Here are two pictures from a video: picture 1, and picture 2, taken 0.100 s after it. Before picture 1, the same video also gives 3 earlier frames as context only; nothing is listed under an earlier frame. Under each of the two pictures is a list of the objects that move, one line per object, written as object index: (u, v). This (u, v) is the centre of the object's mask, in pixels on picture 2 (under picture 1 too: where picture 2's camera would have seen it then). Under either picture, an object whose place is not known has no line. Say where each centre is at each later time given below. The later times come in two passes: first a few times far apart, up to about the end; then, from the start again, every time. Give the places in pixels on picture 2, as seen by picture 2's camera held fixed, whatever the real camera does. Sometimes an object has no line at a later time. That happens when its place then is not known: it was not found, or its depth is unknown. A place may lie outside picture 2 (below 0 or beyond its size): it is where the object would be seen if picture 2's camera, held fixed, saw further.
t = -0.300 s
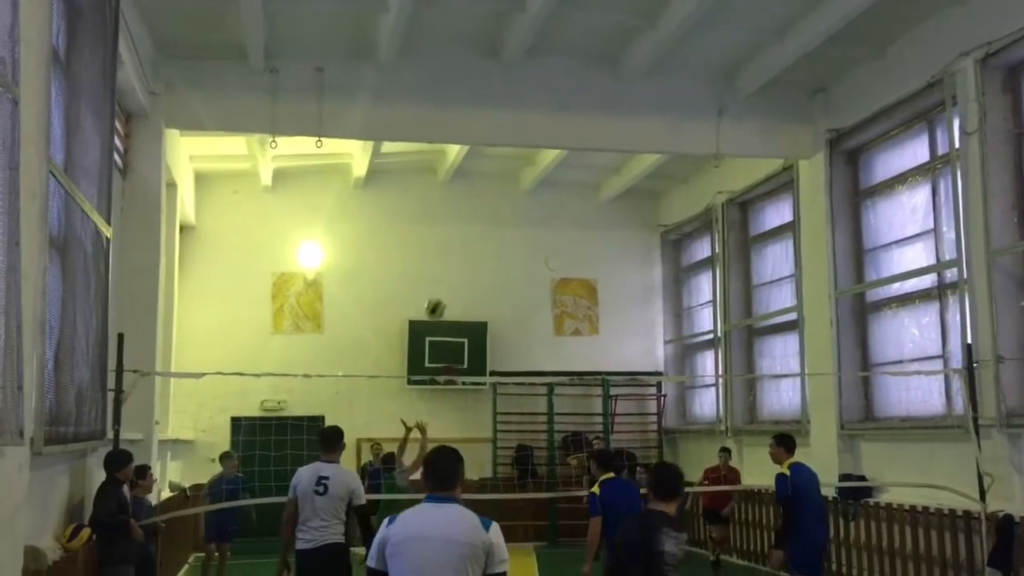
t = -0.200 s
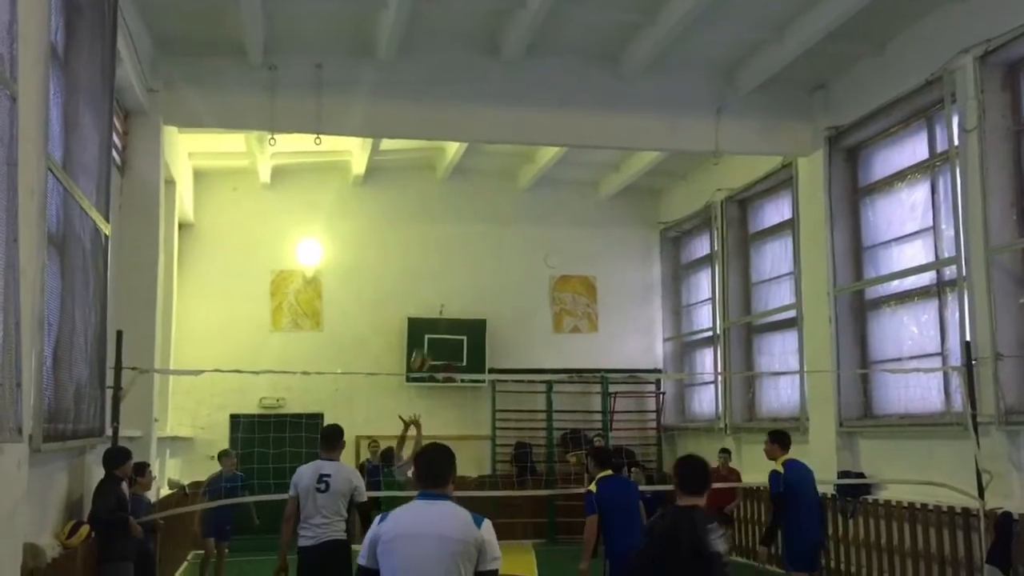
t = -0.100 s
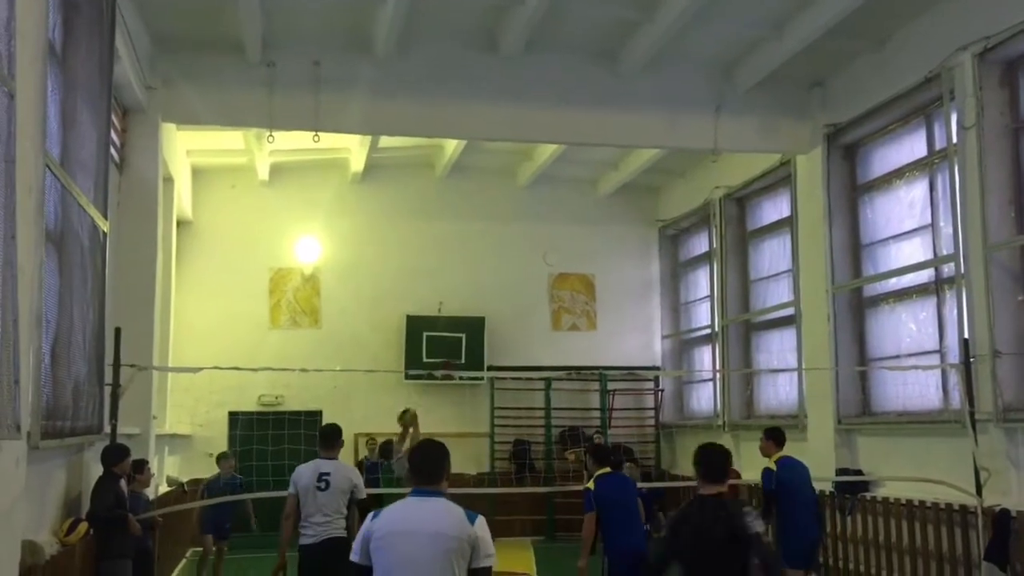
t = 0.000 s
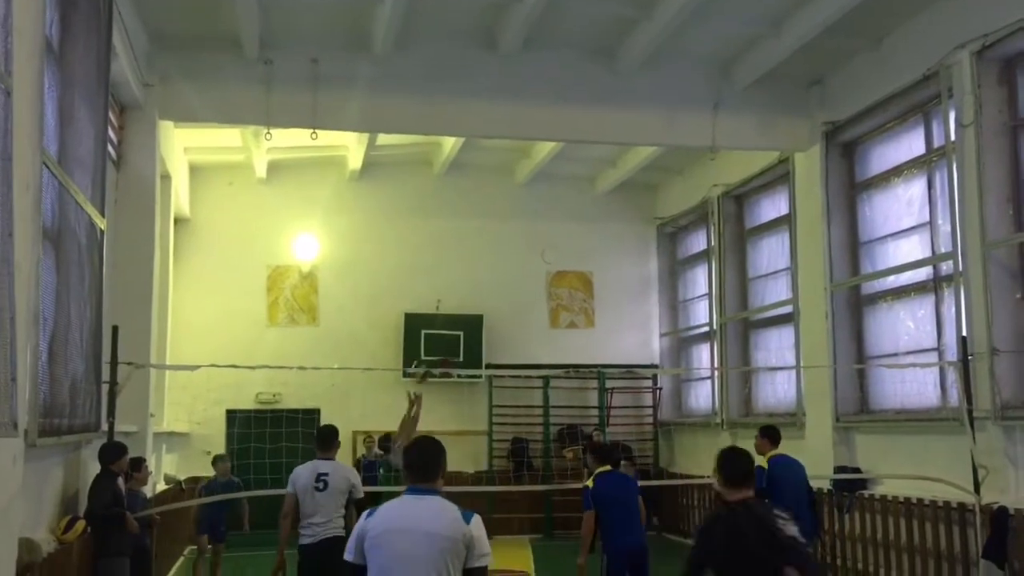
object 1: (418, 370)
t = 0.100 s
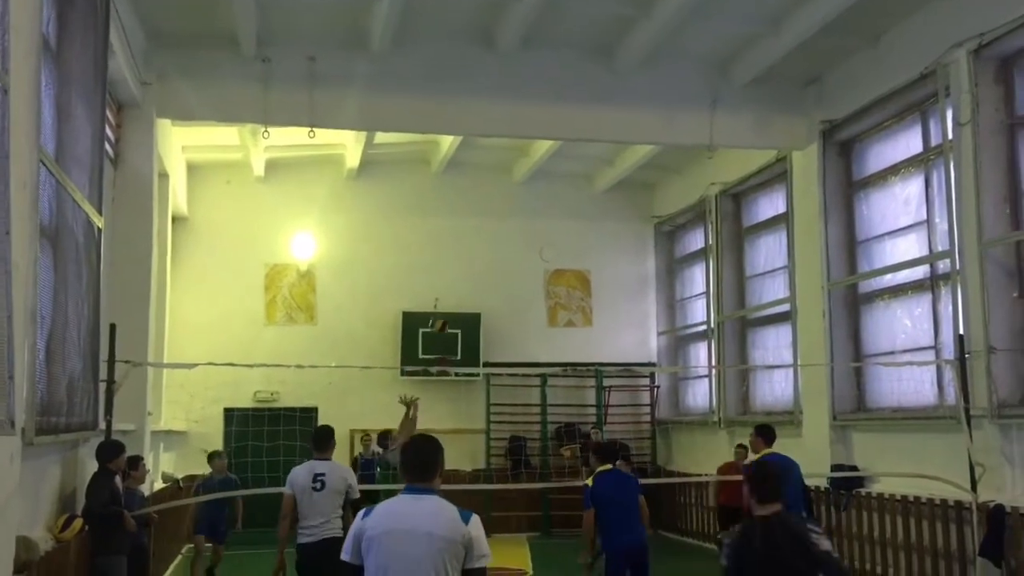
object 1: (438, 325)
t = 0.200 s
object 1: (460, 290)
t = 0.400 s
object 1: (500, 250)
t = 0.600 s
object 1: (540, 247)
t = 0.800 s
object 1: (582, 283)
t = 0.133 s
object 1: (445, 310)
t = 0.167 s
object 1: (453, 301)
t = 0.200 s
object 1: (460, 290)
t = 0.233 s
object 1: (467, 280)
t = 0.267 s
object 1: (474, 272)
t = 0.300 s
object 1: (480, 265)
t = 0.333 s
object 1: (487, 259)
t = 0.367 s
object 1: (494, 254)
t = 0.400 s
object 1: (500, 250)
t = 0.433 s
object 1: (507, 247)
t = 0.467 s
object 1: (514, 245)
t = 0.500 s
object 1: (520, 244)
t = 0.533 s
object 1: (527, 244)
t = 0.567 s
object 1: (533, 245)
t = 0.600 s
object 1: (540, 247)
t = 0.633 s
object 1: (547, 251)
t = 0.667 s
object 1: (552, 255)
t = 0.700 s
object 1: (561, 260)
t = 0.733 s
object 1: (568, 266)
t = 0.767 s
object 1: (574, 273)
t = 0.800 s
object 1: (582, 283)
